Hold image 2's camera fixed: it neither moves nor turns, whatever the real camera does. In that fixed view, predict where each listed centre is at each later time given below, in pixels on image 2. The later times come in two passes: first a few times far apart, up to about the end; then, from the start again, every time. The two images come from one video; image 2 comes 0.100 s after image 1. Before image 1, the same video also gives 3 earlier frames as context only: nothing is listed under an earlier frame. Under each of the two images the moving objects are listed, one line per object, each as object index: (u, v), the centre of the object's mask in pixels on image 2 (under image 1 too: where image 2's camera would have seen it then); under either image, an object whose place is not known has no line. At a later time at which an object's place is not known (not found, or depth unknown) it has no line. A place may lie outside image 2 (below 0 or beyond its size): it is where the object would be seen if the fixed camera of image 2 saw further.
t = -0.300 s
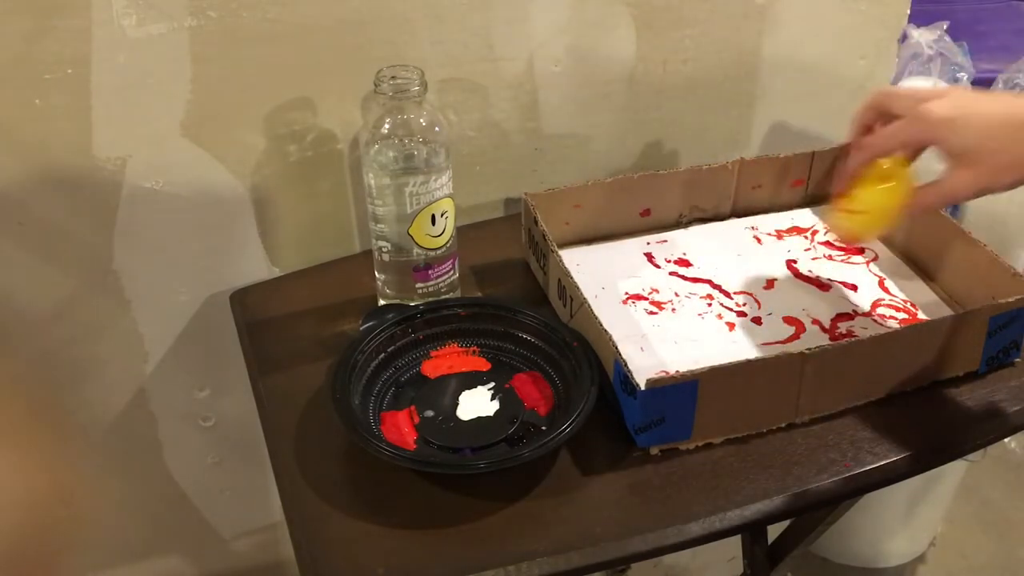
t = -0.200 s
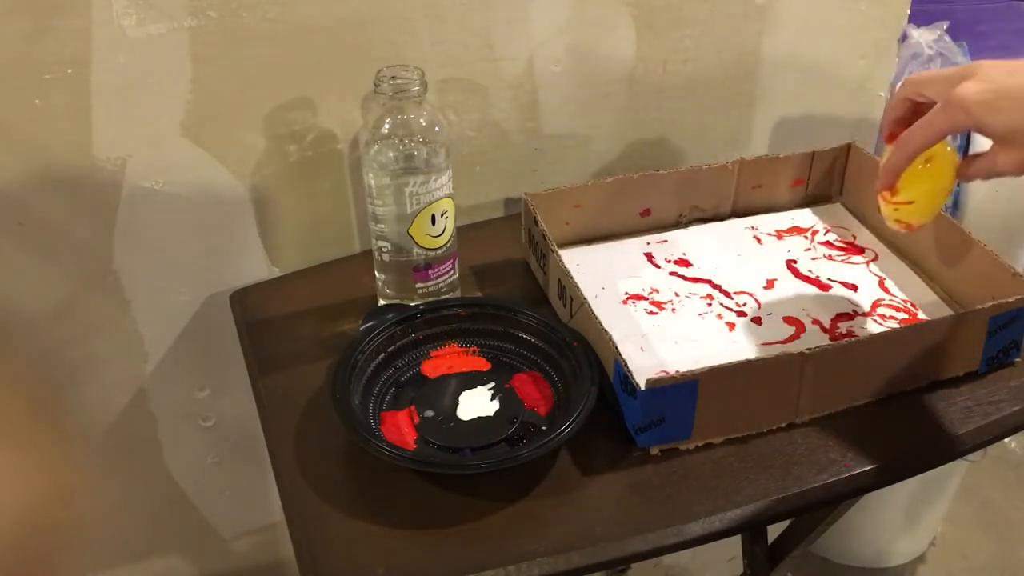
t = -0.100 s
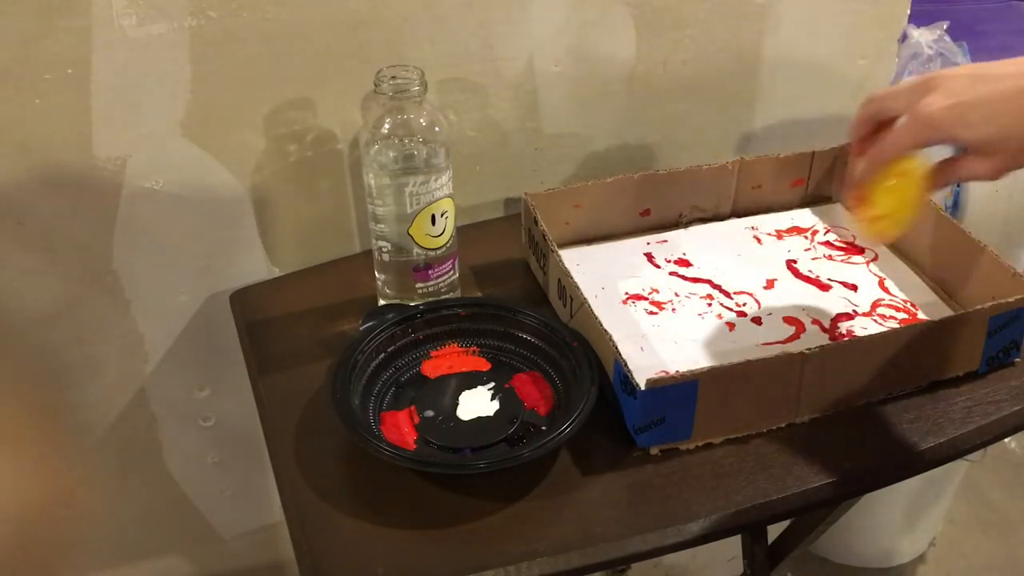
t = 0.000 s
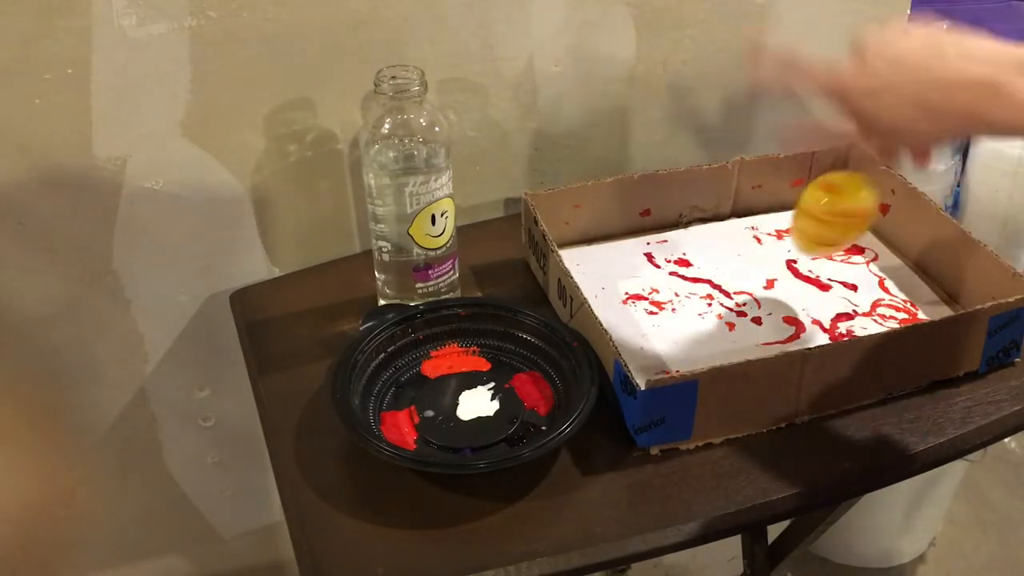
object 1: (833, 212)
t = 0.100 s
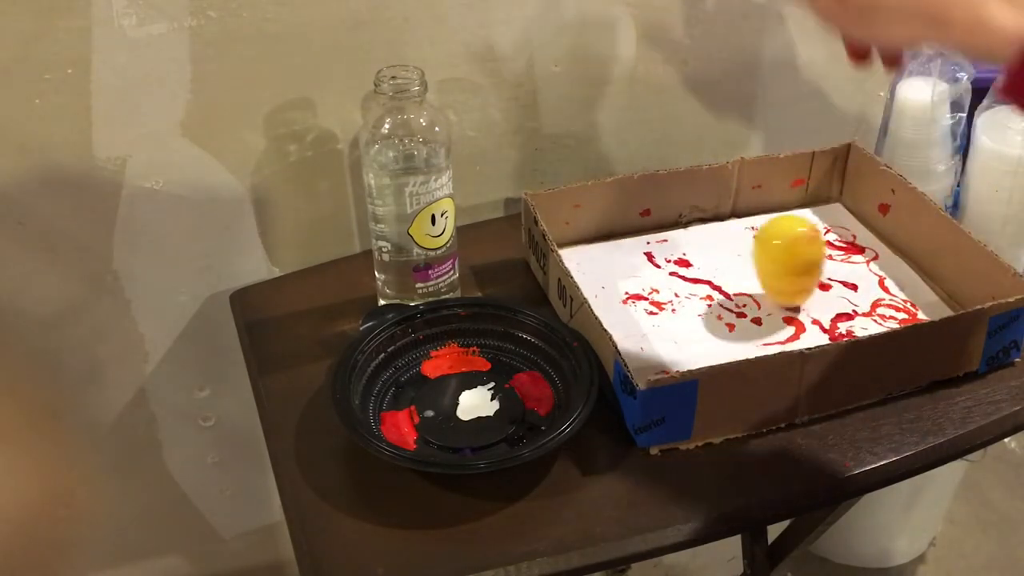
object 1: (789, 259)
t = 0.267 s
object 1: (757, 255)
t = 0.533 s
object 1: (769, 249)
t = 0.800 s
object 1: (761, 253)
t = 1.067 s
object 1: (748, 269)
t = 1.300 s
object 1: (737, 281)
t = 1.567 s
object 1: (757, 306)
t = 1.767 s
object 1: (780, 300)
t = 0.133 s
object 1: (781, 260)
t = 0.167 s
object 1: (774, 260)
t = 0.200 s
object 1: (767, 259)
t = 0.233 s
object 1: (761, 257)
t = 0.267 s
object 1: (757, 255)
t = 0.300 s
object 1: (755, 255)
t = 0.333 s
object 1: (753, 252)
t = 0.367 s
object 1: (754, 249)
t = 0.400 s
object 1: (756, 248)
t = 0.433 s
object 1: (762, 246)
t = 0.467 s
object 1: (766, 246)
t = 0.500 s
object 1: (767, 247)
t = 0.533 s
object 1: (769, 249)
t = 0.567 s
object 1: (774, 253)
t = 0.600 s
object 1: (775, 254)
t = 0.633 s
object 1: (774, 256)
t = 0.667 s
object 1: (771, 257)
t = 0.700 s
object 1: (767, 257)
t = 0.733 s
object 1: (763, 257)
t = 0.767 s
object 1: (761, 254)
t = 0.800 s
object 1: (761, 253)
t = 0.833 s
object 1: (763, 251)
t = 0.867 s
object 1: (765, 250)
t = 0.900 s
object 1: (763, 250)
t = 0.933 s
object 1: (762, 254)
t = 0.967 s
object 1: (763, 260)
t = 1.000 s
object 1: (761, 265)
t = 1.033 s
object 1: (755, 268)
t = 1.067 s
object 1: (748, 269)
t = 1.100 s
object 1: (744, 270)
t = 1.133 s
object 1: (739, 270)
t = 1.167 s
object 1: (737, 269)
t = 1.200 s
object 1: (737, 268)
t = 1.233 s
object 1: (738, 269)
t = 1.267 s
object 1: (739, 274)
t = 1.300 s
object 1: (737, 281)
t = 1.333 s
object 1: (739, 287)
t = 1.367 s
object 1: (744, 293)
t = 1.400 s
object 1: (746, 298)
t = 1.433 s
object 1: (747, 300)
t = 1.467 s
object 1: (749, 302)
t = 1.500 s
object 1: (751, 304)
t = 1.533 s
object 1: (753, 306)
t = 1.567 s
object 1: (757, 306)
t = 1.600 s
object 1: (762, 304)
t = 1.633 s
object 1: (769, 303)
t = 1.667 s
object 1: (773, 304)
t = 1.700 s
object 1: (774, 302)
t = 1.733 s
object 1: (778, 299)
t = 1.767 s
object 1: (780, 300)
